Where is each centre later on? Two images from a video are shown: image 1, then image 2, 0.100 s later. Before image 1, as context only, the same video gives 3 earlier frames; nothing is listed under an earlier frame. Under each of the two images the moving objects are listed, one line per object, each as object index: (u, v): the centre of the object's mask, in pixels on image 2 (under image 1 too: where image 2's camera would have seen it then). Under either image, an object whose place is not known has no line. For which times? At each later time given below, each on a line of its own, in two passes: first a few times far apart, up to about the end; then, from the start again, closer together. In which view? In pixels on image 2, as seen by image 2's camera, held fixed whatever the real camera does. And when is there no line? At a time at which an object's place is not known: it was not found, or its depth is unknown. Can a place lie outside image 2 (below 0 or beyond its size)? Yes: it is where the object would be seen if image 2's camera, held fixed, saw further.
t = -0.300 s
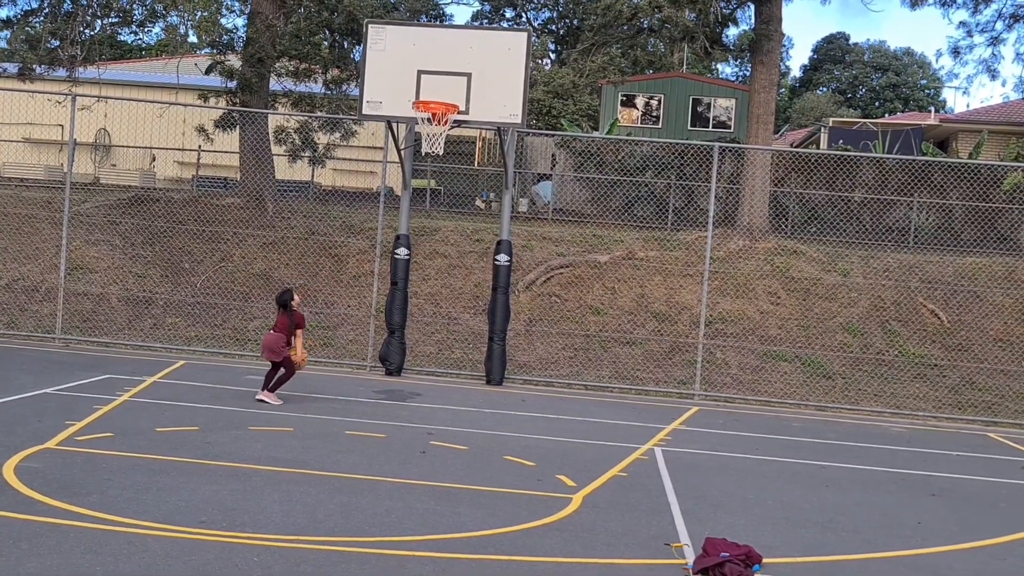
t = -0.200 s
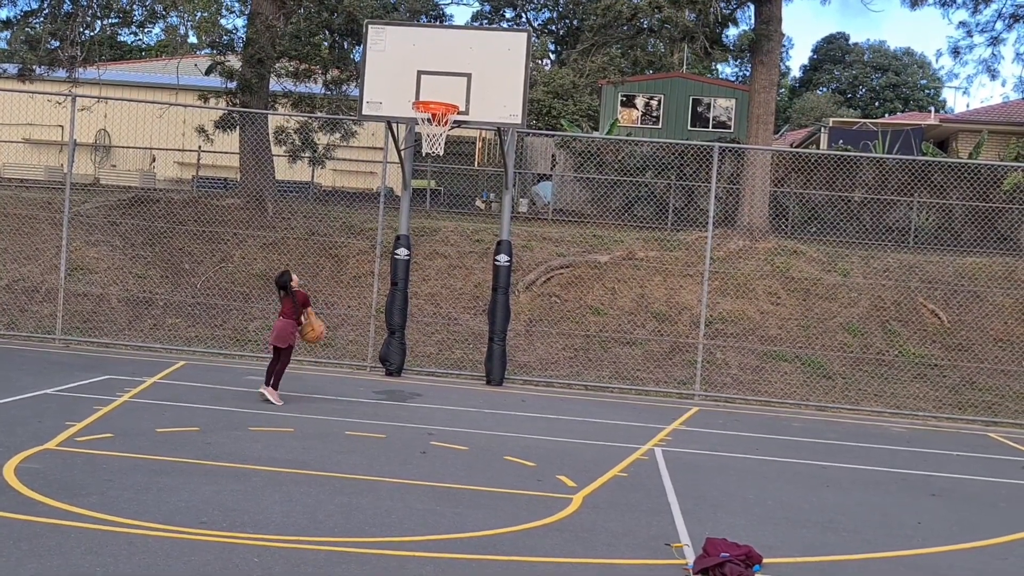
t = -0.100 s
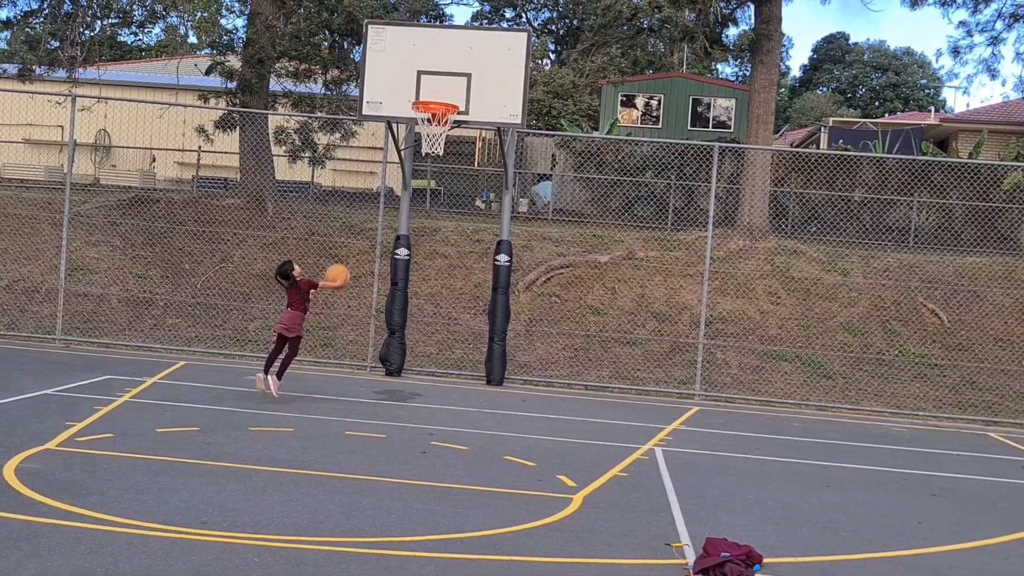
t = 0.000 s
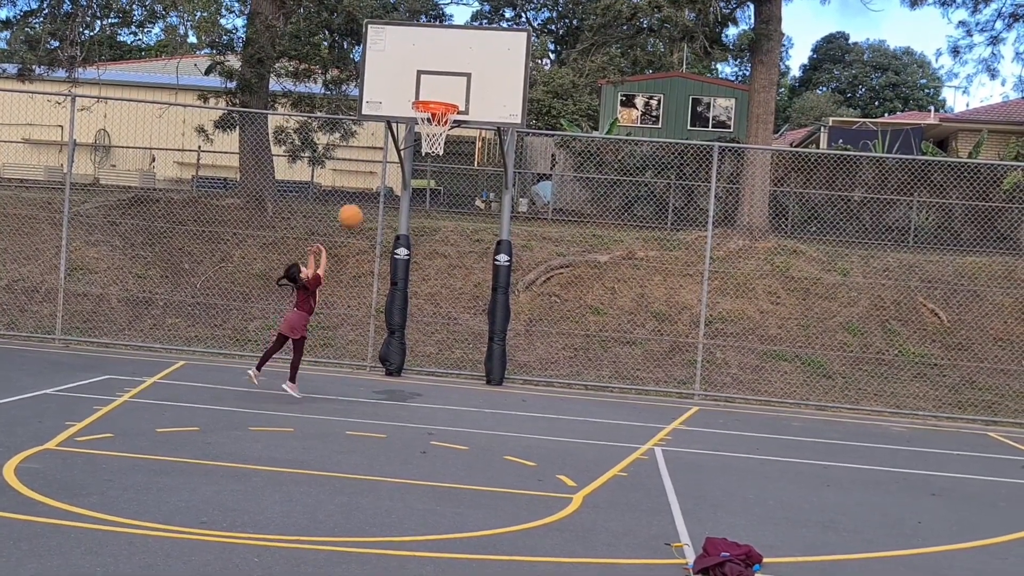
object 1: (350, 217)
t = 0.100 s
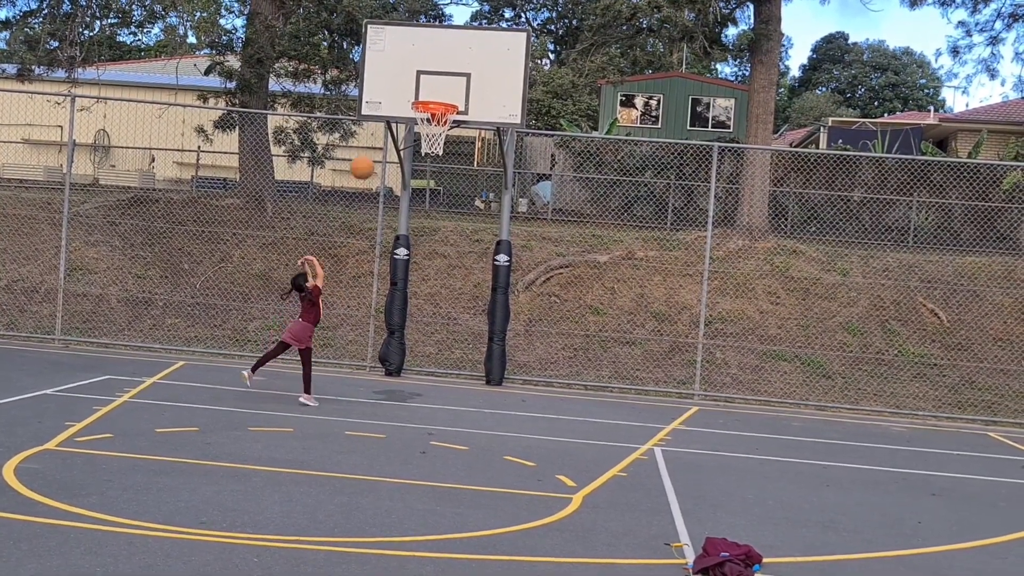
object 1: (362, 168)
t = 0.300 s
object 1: (383, 100)
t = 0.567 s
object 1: (406, 73)
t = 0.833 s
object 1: (421, 89)
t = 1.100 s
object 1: (417, 91)
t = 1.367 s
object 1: (428, 96)
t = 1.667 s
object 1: (439, 142)
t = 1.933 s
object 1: (444, 214)
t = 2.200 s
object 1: (443, 351)
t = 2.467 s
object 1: (451, 301)
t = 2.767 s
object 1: (460, 240)
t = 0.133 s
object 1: (366, 154)
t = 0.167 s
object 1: (369, 141)
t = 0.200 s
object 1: (373, 128)
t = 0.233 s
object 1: (377, 118)
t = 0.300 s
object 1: (383, 100)
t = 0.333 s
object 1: (386, 93)
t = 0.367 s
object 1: (389, 87)
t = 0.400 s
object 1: (392, 82)
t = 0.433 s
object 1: (395, 78)
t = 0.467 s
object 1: (398, 75)
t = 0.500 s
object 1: (401, 73)
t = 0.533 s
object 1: (403, 72)
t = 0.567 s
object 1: (406, 73)
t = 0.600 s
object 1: (408, 74)
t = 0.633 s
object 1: (411, 76)
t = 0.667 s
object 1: (413, 80)
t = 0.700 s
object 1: (415, 84)
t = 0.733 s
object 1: (417, 89)
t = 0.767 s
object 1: (419, 92)
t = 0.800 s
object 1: (420, 90)
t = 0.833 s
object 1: (421, 89)
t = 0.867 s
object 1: (421, 87)
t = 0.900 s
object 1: (421, 84)
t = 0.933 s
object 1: (421, 83)
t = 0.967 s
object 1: (420, 83)
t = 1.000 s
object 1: (419, 83)
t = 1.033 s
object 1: (419, 85)
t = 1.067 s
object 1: (418, 88)
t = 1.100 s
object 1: (417, 91)
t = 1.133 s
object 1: (418, 90)
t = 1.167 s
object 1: (420, 89)
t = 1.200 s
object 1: (421, 88)
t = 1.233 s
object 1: (423, 89)
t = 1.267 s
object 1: (425, 90)
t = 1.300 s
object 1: (426, 92)
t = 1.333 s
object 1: (427, 94)
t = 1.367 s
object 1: (428, 96)
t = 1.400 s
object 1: (430, 108)
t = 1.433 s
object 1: (431, 116)
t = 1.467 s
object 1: (432, 118)
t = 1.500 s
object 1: (433, 119)
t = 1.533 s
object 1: (435, 125)
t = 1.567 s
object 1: (436, 126)
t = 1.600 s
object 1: (435, 131)
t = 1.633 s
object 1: (439, 135)
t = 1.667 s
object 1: (439, 142)
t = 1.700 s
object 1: (440, 148)
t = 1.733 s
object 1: (441, 152)
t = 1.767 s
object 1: (442, 160)
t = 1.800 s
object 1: (442, 168)
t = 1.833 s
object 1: (443, 178)
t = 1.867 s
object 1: (443, 189)
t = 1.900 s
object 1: (444, 201)
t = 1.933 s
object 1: (444, 214)
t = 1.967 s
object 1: (444, 228)
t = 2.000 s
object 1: (444, 242)
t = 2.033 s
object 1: (444, 258)
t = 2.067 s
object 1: (444, 274)
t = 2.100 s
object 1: (444, 292)
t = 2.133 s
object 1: (444, 311)
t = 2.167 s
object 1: (444, 331)
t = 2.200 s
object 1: (443, 351)
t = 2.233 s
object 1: (443, 373)
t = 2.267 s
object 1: (442, 390)
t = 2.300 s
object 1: (443, 373)
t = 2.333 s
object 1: (446, 357)
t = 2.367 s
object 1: (447, 341)
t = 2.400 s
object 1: (449, 327)
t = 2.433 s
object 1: (450, 314)
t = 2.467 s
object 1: (451, 301)
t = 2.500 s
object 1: (453, 290)
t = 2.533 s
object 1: (454, 280)
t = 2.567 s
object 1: (455, 272)
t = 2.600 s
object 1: (456, 263)
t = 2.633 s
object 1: (457, 257)
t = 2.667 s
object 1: (458, 251)
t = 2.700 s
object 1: (459, 246)
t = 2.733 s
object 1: (459, 243)
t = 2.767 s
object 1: (460, 240)
